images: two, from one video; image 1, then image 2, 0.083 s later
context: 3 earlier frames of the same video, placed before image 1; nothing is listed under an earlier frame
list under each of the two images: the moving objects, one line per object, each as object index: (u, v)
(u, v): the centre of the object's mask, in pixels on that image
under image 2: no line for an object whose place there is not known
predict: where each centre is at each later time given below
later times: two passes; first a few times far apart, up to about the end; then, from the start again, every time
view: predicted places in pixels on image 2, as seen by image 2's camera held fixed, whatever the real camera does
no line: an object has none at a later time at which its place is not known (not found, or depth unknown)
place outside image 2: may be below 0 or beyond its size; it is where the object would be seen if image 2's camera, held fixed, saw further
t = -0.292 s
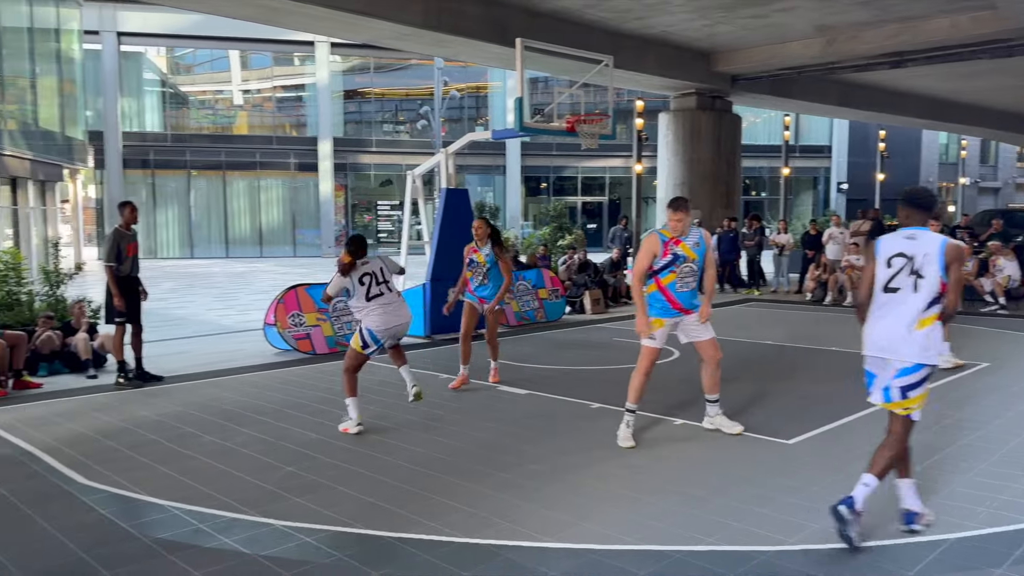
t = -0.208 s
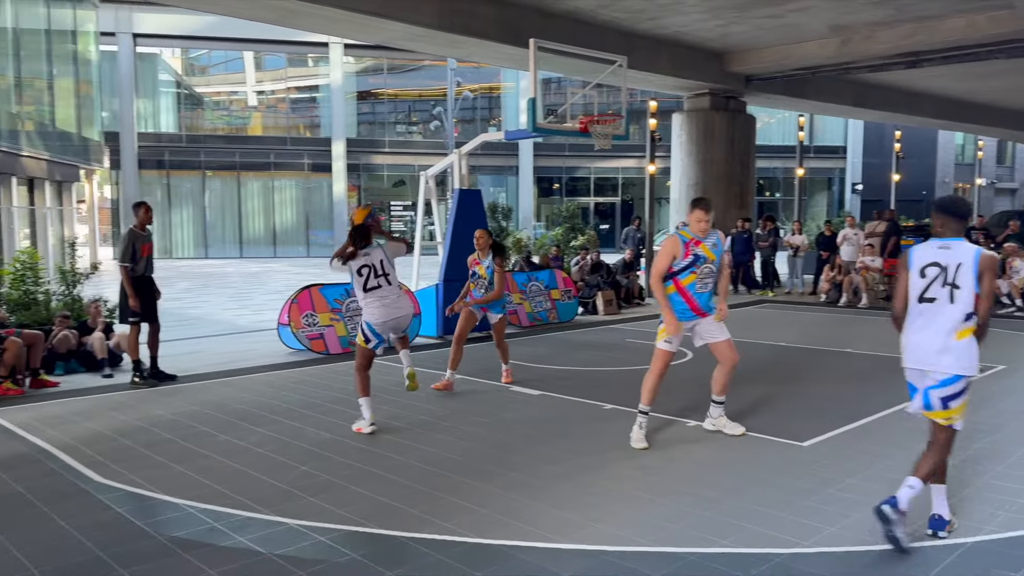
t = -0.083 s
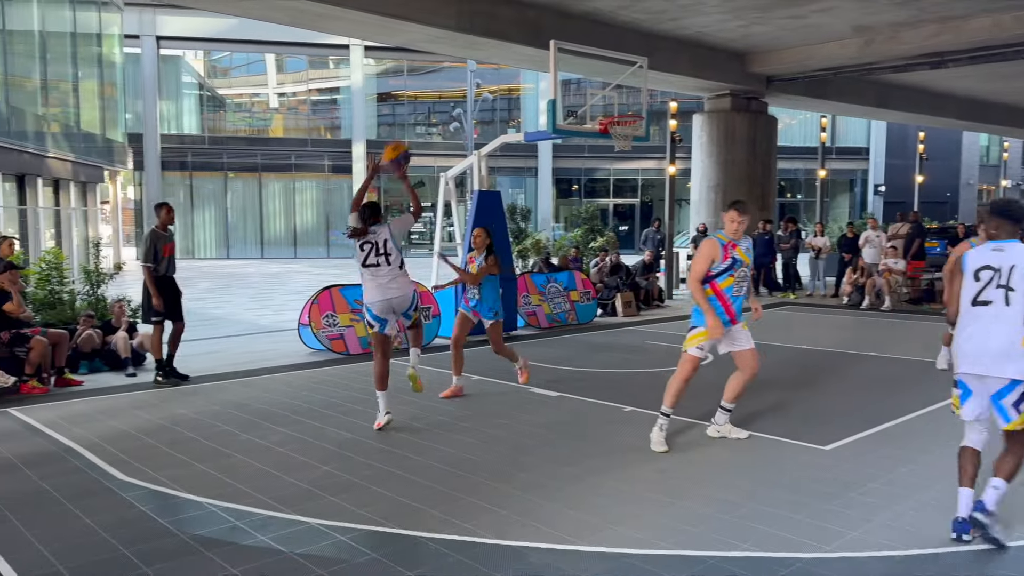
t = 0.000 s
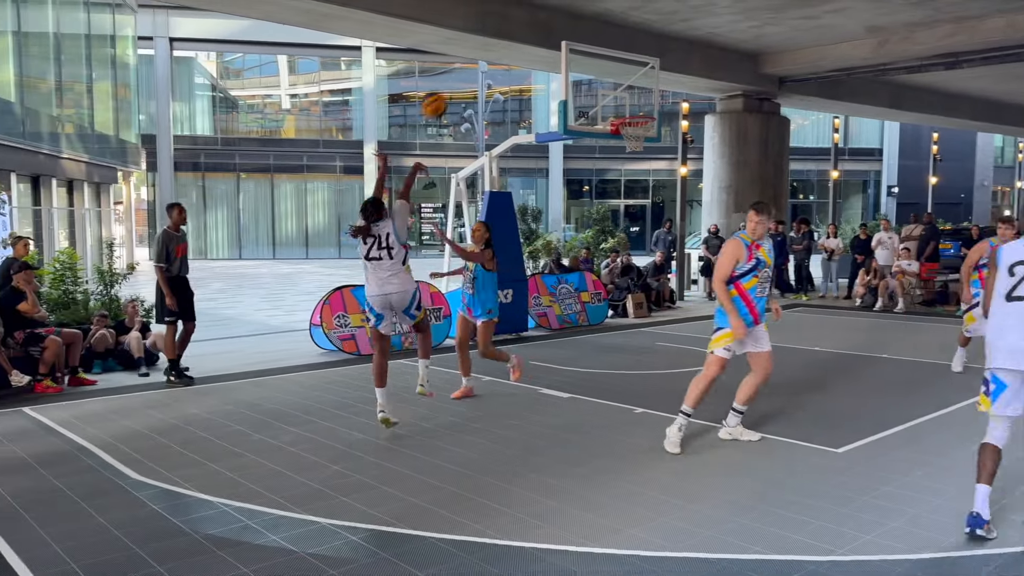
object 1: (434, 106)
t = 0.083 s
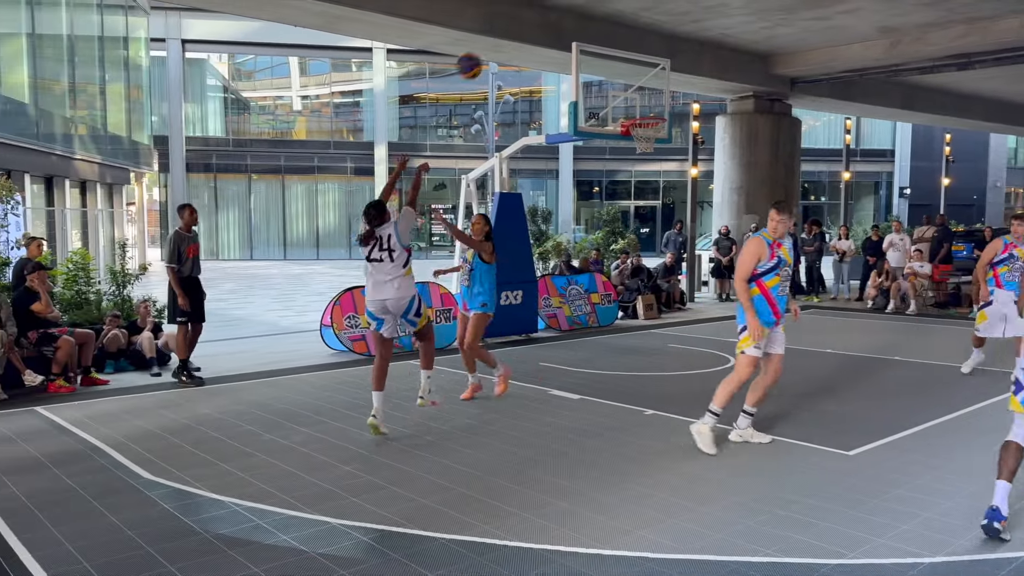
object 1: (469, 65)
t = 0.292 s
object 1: (521, 9)
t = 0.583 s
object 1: (583, 9)
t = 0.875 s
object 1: (628, 77)
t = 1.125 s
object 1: (654, 135)
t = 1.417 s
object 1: (654, 163)
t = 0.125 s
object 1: (478, 53)
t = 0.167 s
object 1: (491, 36)
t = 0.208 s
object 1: (500, 26)
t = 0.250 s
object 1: (513, 16)
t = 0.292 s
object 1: (521, 9)
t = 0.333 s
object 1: (532, 5)
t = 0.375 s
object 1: (540, 4)
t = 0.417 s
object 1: (550, 1)
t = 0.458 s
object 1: (558, 2)
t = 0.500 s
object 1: (568, 3)
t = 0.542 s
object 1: (574, 4)
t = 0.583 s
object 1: (583, 9)
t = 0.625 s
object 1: (588, 14)
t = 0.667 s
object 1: (597, 22)
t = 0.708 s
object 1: (603, 33)
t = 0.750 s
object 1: (611, 42)
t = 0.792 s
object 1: (616, 51)
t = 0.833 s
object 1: (624, 67)
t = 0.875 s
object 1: (628, 77)
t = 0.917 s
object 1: (635, 94)
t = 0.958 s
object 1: (639, 108)
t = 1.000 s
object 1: (645, 115)
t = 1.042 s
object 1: (656, 127)
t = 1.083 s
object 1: (654, 134)
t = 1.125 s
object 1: (654, 135)
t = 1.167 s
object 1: (655, 136)
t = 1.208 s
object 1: (655, 138)
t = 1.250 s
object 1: (655, 140)
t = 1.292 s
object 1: (656, 143)
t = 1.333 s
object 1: (655, 149)
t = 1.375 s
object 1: (655, 154)
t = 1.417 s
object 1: (654, 163)
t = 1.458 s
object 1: (652, 170)
